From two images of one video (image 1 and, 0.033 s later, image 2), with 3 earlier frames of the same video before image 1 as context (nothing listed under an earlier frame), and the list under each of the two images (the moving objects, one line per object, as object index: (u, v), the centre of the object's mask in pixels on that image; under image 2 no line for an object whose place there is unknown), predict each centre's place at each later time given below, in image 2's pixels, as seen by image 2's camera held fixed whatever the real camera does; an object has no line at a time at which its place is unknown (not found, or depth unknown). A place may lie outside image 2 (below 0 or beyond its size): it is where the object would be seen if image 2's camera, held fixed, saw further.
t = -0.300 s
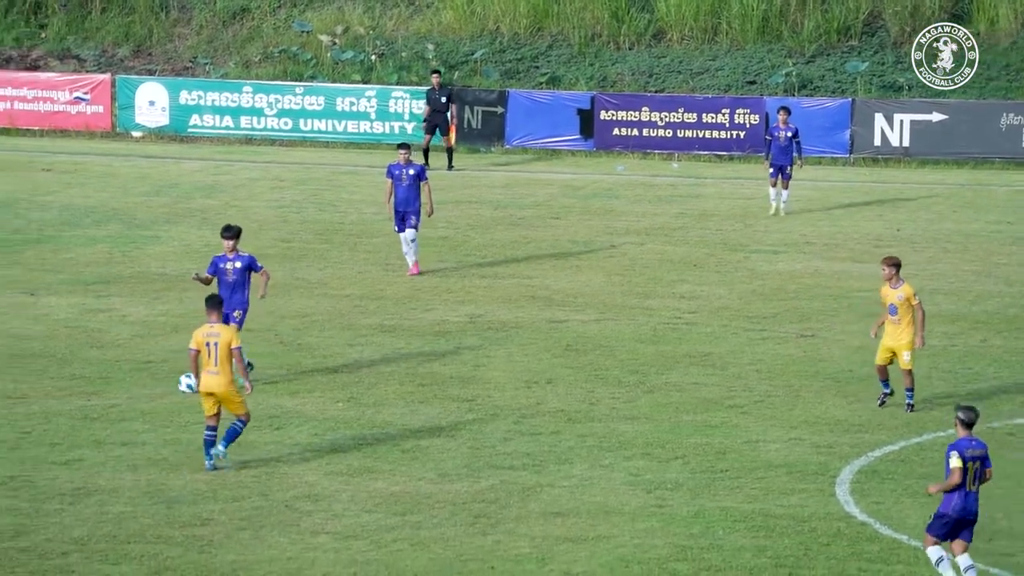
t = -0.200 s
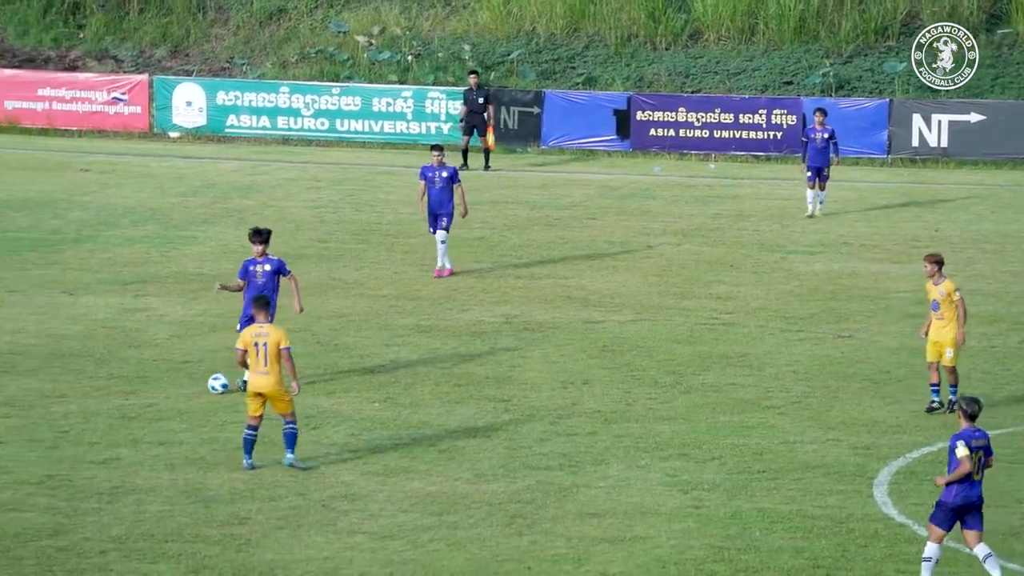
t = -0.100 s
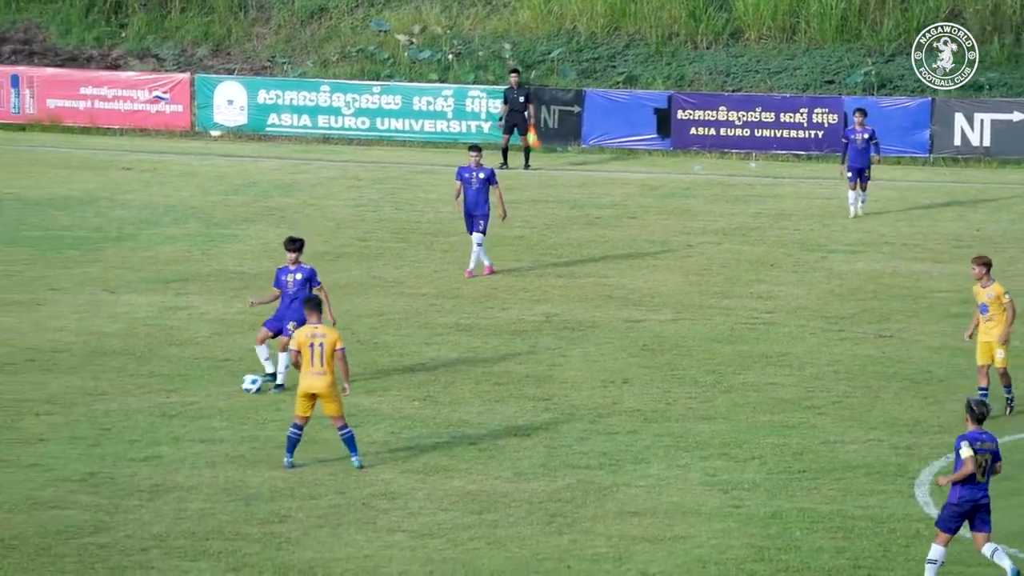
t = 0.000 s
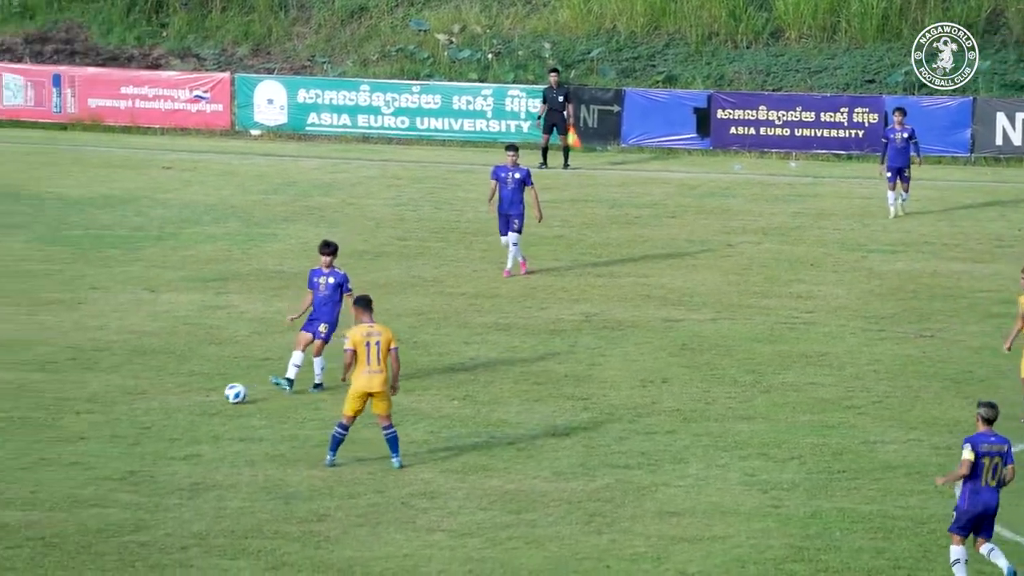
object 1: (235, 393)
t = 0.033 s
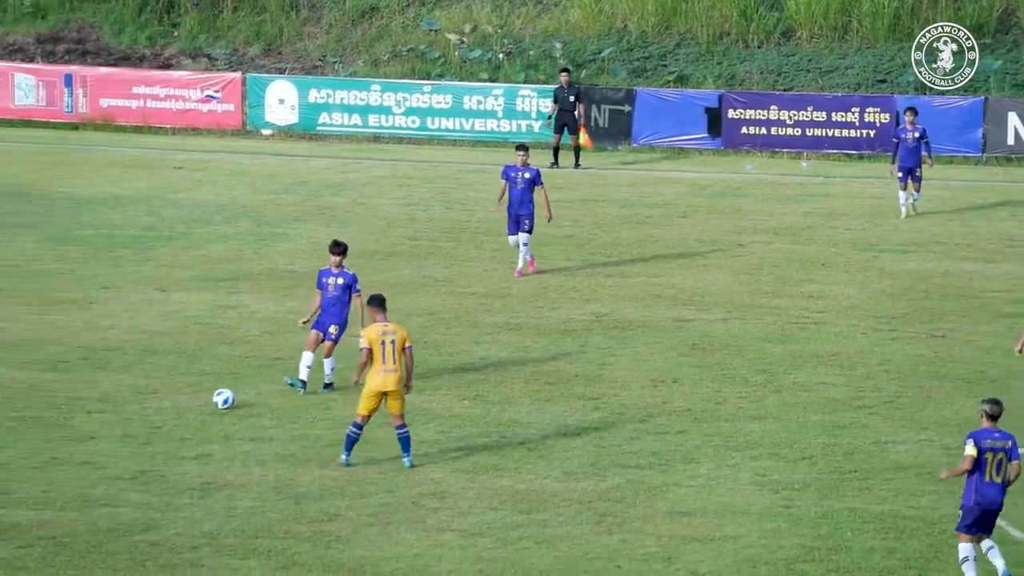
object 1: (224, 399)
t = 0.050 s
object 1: (209, 402)
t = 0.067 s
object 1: (193, 407)
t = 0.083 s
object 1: (186, 408)
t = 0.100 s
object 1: (171, 412)
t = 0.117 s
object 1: (156, 415)
